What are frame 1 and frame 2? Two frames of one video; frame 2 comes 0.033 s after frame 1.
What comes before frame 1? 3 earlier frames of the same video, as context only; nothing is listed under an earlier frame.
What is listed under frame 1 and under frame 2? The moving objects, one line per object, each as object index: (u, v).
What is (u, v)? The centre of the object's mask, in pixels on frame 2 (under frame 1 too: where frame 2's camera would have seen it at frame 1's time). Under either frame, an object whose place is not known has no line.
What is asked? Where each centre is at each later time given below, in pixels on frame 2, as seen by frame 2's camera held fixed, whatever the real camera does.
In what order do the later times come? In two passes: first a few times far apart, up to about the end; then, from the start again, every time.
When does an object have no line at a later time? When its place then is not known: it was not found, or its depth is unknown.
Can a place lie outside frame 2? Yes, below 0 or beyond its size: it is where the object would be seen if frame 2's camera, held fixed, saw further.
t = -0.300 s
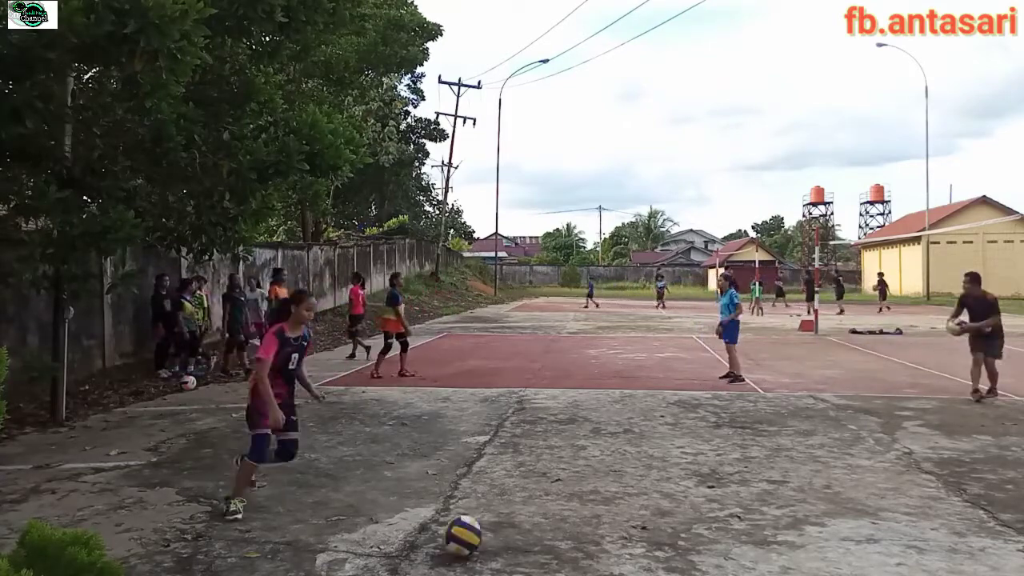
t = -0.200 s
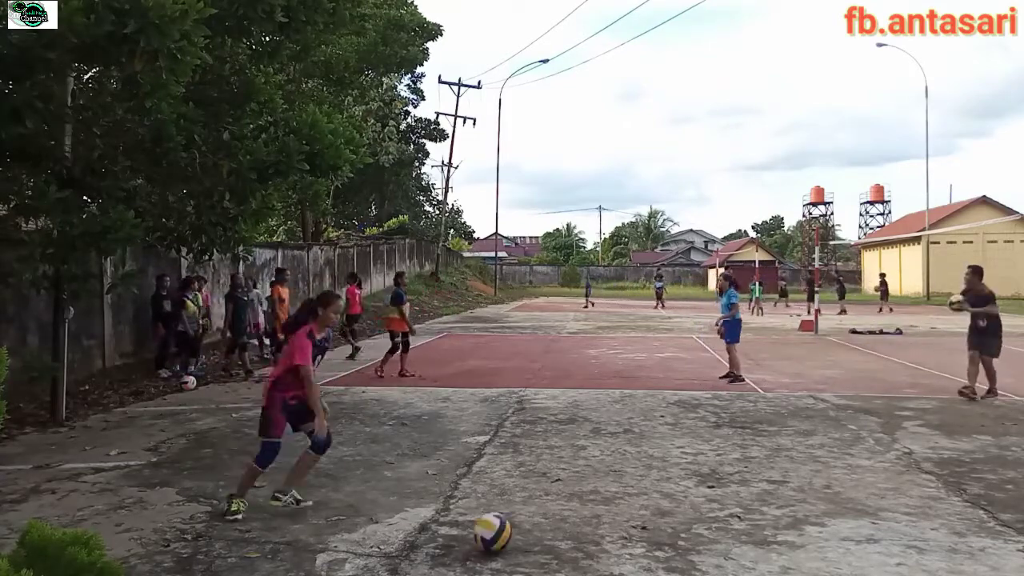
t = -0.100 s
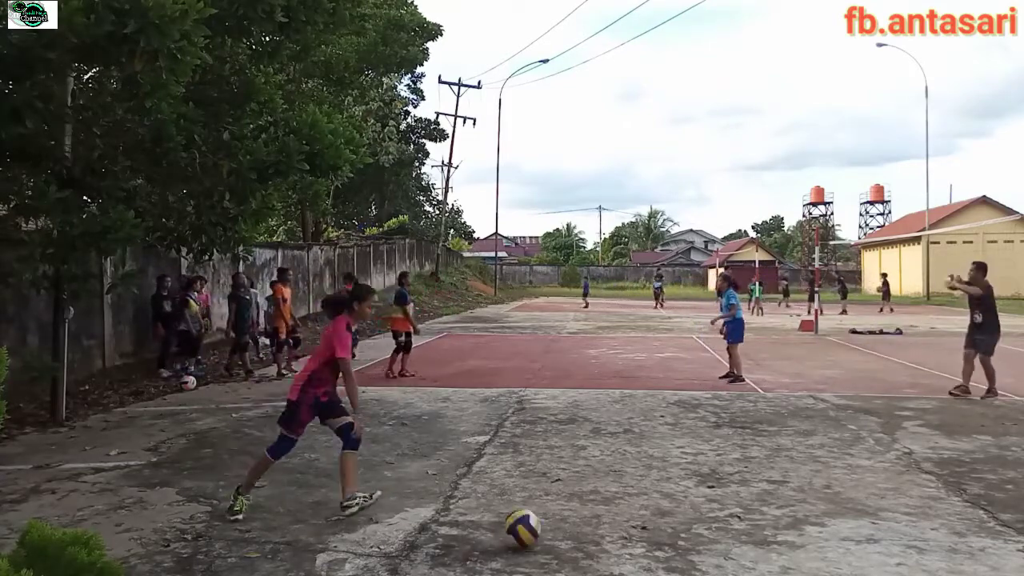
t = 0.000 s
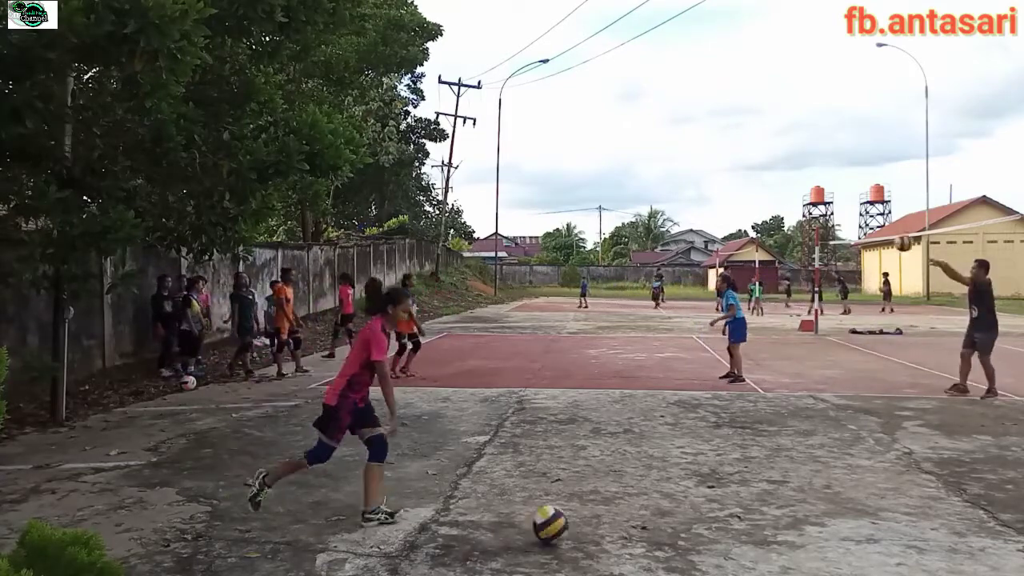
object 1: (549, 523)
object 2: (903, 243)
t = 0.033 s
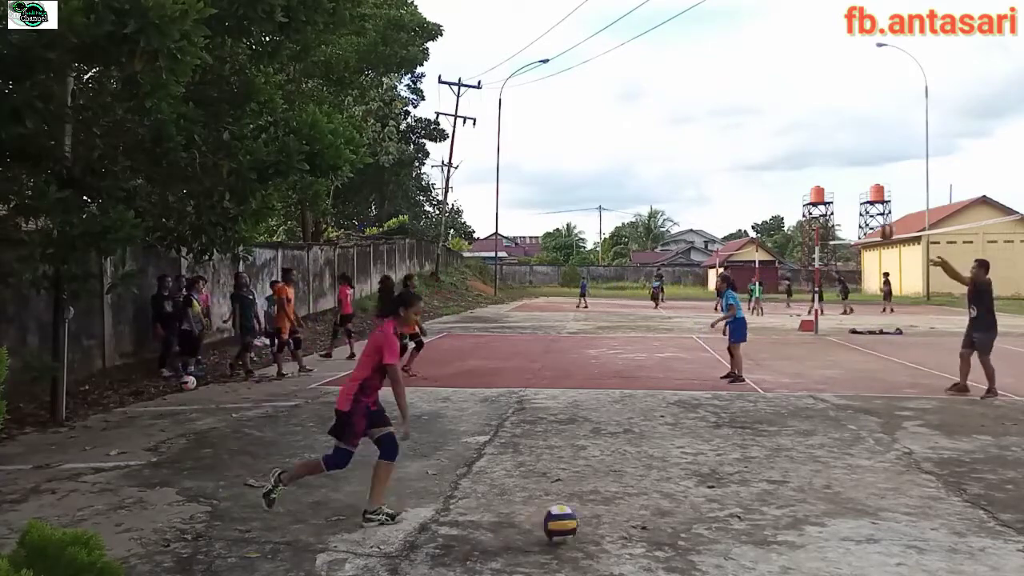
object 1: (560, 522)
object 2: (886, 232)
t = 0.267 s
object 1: (623, 516)
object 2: (772, 178)
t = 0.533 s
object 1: (688, 508)
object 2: (662, 172)
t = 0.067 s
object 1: (570, 520)
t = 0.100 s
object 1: (578, 523)
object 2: (851, 211)
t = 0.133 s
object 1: (586, 521)
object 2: (835, 202)
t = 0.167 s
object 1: (595, 519)
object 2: (818, 194)
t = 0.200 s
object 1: (604, 518)
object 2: (802, 188)
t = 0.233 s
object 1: (613, 516)
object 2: (787, 183)
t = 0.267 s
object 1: (623, 516)
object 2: (772, 178)
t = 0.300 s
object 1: (631, 516)
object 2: (757, 174)
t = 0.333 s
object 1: (638, 513)
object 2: (743, 171)
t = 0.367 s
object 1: (646, 512)
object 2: (728, 169)
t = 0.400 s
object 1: (655, 510)
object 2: (714, 168)
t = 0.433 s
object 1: (664, 511)
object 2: (701, 168)
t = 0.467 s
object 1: (671, 510)
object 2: (687, 169)
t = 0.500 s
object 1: (681, 509)
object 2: (674, 170)
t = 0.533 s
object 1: (688, 508)
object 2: (662, 172)
